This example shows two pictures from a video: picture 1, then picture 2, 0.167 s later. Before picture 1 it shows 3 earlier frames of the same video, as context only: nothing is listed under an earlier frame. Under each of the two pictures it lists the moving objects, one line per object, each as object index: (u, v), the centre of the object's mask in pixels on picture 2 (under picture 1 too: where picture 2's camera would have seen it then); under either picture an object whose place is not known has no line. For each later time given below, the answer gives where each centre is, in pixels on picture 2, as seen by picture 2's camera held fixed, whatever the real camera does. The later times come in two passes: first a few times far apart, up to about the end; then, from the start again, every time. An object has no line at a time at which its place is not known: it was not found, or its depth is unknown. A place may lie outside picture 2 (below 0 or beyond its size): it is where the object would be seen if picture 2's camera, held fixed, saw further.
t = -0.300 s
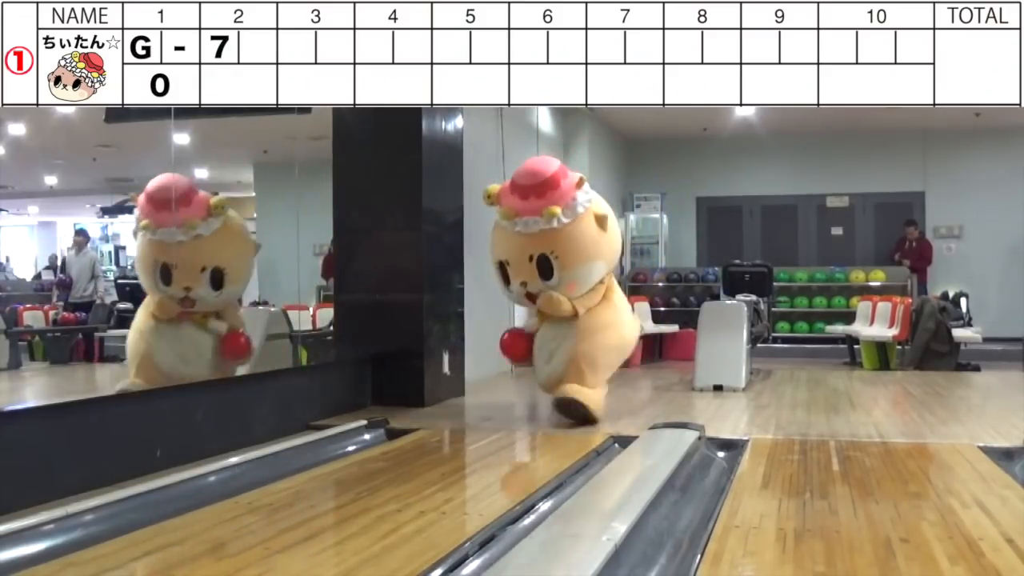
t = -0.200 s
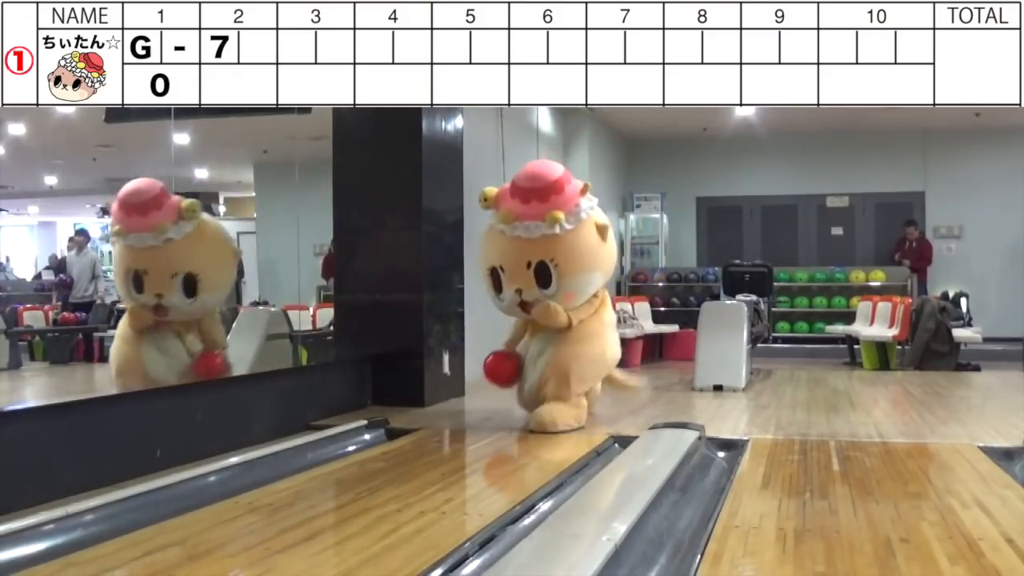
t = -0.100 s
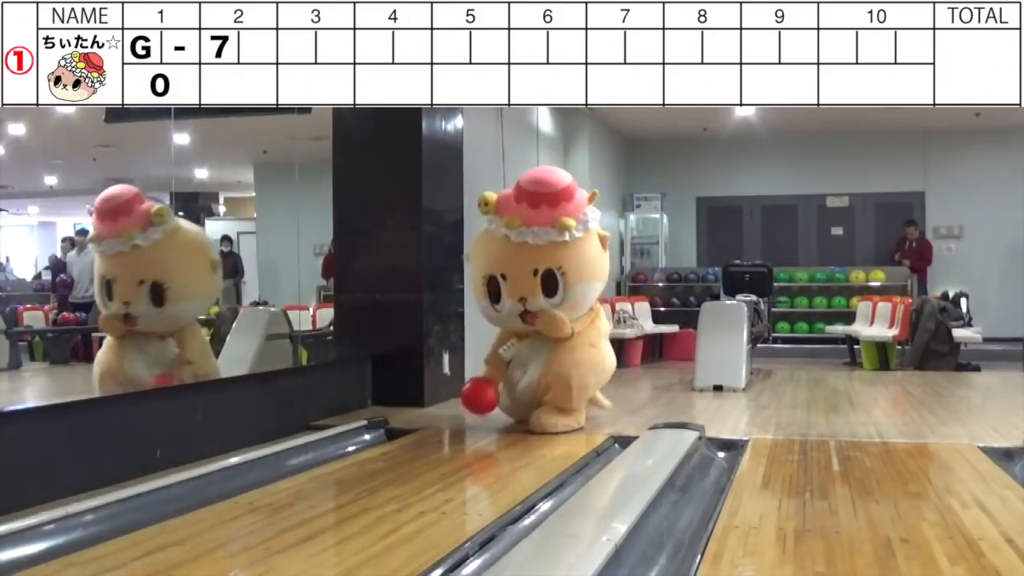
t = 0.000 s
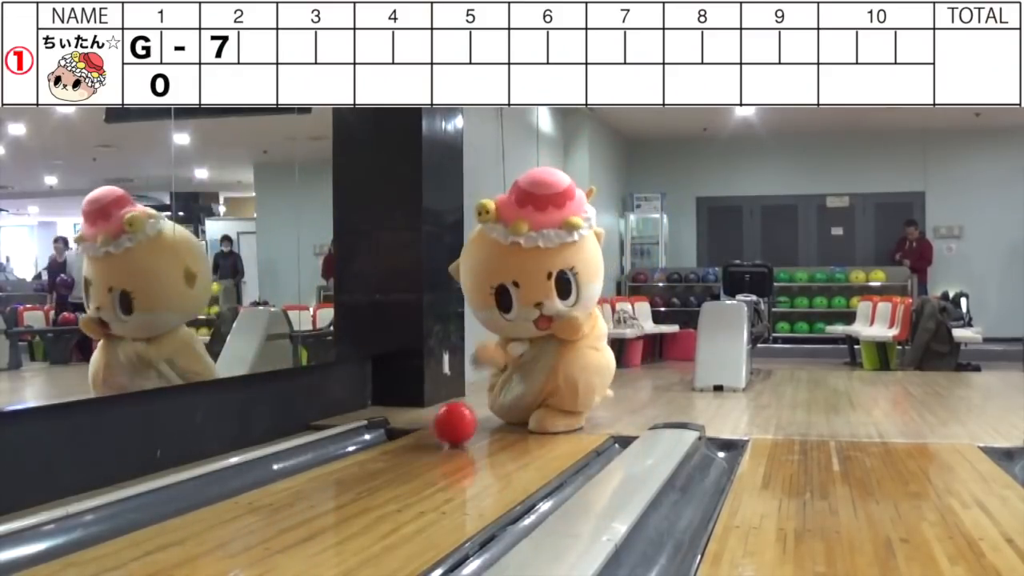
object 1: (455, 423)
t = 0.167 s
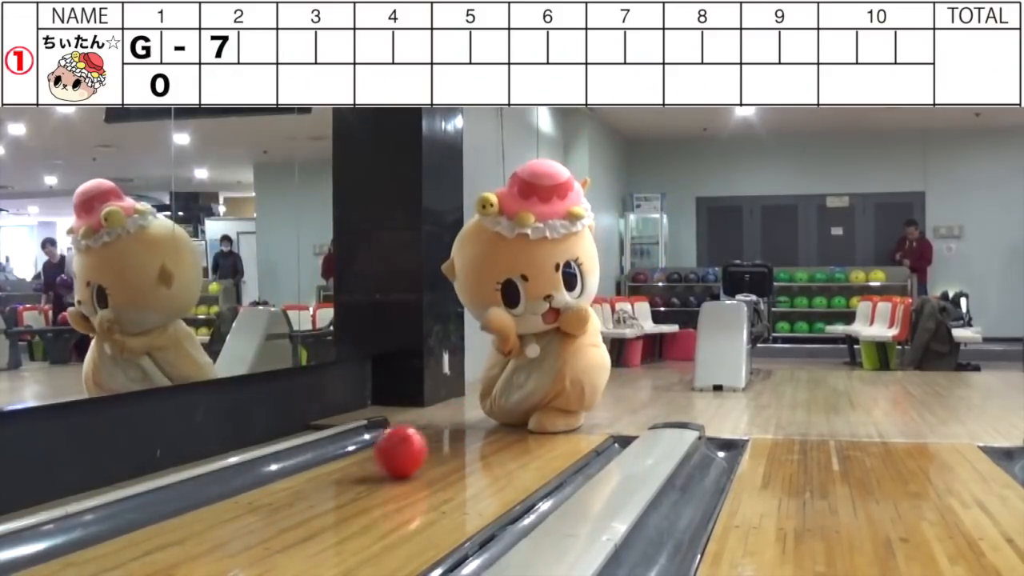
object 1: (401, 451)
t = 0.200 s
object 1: (388, 458)
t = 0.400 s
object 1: (273, 513)
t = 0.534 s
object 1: (145, 555)
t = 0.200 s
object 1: (388, 458)
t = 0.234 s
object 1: (373, 465)
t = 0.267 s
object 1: (357, 473)
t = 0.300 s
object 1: (339, 482)
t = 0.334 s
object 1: (319, 491)
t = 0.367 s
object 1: (298, 502)
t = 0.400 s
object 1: (273, 513)
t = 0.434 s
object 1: (247, 526)
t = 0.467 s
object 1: (216, 539)
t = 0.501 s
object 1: (183, 547)
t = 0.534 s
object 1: (145, 555)
